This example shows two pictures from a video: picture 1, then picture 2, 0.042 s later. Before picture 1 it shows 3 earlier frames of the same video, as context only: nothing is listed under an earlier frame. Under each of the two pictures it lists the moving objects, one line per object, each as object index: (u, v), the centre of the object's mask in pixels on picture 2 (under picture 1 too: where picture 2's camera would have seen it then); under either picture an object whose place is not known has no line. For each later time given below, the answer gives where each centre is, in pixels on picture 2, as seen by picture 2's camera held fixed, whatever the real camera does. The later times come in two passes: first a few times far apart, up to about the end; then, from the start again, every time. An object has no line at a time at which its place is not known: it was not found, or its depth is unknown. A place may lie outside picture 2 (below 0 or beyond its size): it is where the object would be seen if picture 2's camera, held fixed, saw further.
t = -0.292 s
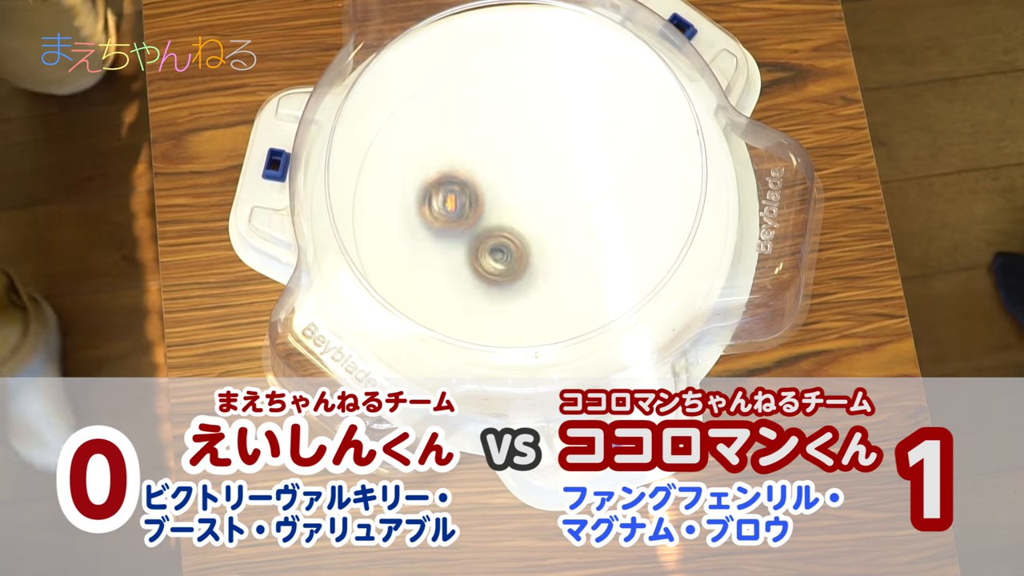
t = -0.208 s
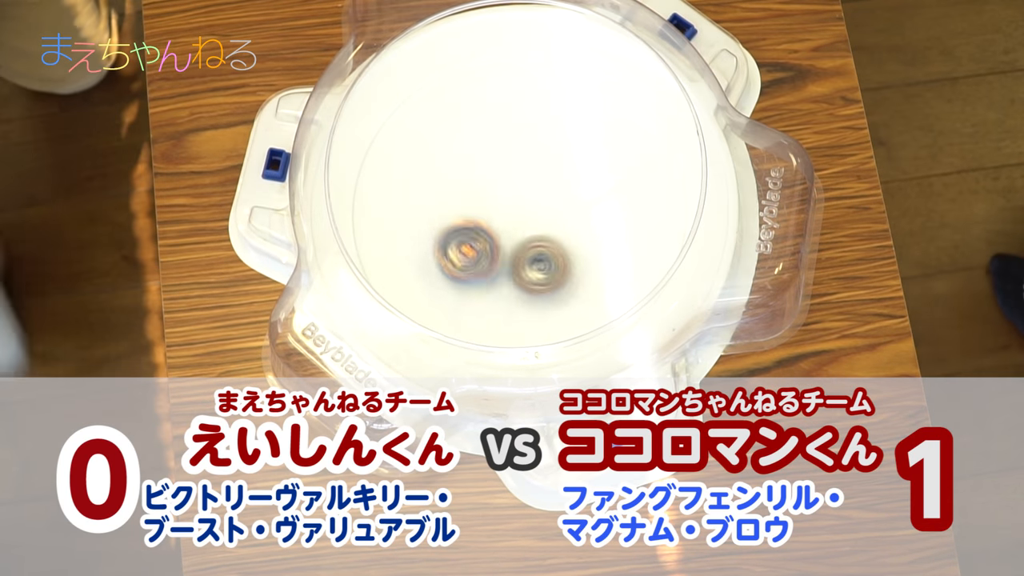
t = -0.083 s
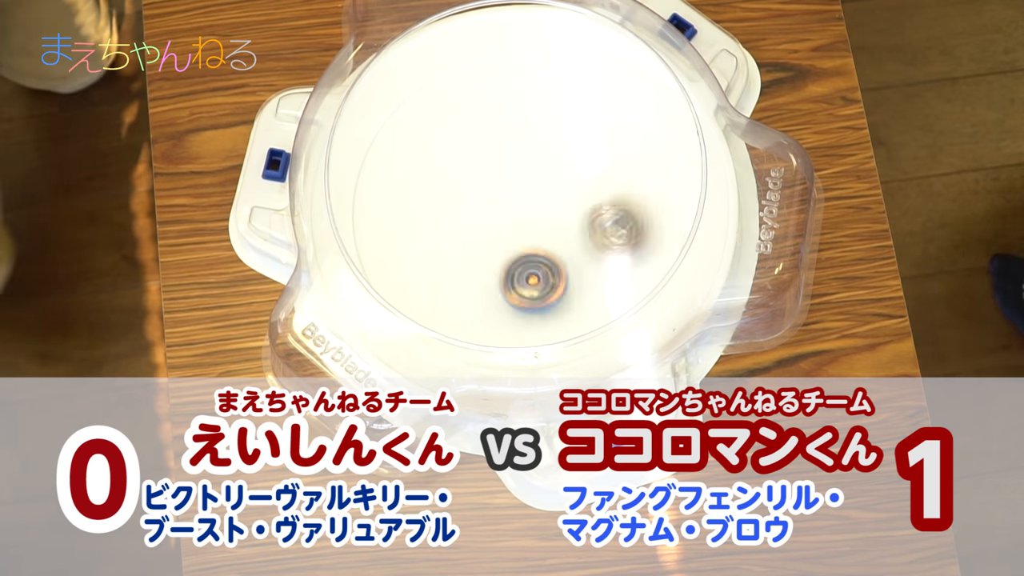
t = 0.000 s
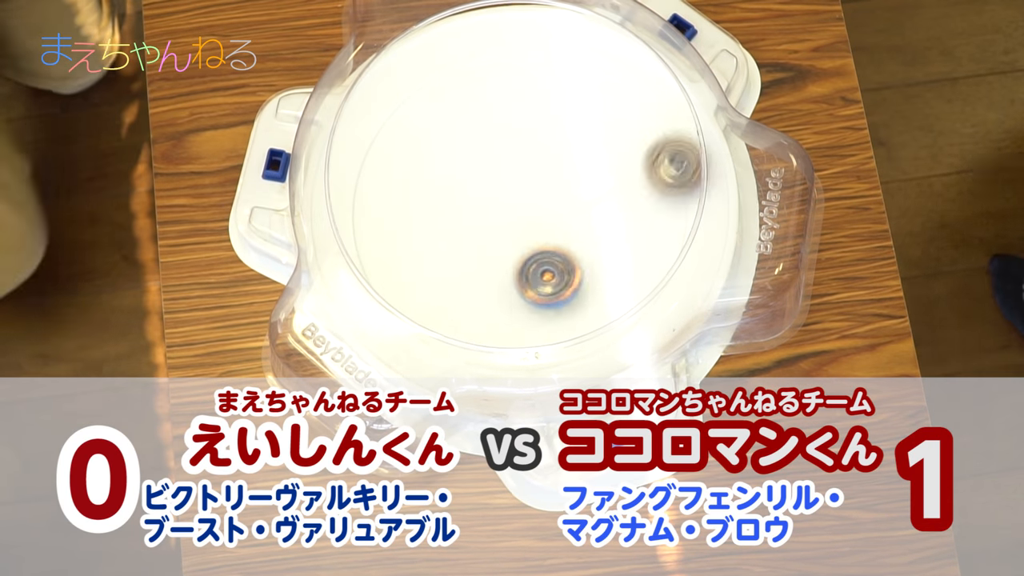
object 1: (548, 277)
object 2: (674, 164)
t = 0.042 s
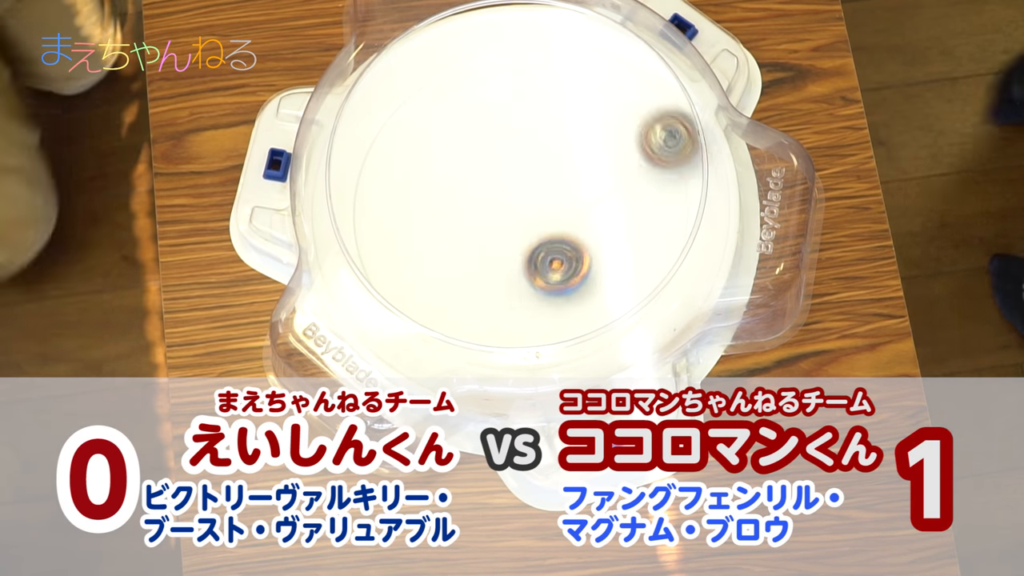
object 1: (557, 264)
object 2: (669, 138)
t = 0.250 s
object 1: (505, 192)
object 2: (550, 59)
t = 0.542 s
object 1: (442, 291)
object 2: (420, 206)
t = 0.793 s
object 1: (657, 276)
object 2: (518, 286)
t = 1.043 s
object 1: (601, 80)
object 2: (633, 195)
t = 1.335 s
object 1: (381, 169)
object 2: (505, 101)
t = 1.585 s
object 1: (475, 345)
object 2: (420, 231)
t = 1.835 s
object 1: (658, 246)
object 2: (553, 311)
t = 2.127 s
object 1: (537, 61)
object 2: (626, 161)
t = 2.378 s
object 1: (370, 153)
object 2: (479, 122)
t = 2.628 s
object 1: (466, 319)
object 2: (417, 247)
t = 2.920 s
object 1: (665, 222)
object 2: (567, 289)
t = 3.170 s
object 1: (579, 66)
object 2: (593, 163)
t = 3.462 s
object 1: (386, 156)
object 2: (459, 148)
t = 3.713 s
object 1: (438, 321)
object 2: (460, 257)
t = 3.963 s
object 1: (627, 310)
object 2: (584, 237)
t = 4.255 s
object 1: (663, 157)
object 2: (520, 84)
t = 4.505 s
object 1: (608, 152)
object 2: (403, 128)
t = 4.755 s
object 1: (534, 265)
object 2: (418, 225)
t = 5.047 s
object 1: (582, 305)
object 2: (539, 247)
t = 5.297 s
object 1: (608, 309)
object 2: (553, 119)
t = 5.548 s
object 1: (534, 248)
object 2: (518, 111)
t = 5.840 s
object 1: (395, 220)
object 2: (536, 205)
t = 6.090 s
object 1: (399, 240)
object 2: (584, 232)
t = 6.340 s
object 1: (474, 185)
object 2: (609, 219)
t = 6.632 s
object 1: (526, 102)
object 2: (535, 222)
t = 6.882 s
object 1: (537, 122)
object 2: (484, 258)
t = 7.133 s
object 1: (571, 201)
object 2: (488, 280)
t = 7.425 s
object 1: (612, 231)
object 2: (502, 217)
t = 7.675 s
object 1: (541, 236)
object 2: (472, 170)
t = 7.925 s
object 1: (471, 271)
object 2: (452, 169)
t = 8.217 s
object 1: (487, 258)
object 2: (522, 187)
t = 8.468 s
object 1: (491, 231)
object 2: (582, 147)
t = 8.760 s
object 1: (482, 182)
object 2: (600, 129)
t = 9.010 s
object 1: (500, 188)
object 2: (567, 176)
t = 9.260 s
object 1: (446, 158)
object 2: (611, 252)
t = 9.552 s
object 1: (451, 163)
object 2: (590, 284)
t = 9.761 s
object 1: (473, 205)
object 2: (540, 285)
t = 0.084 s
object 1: (561, 247)
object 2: (652, 119)
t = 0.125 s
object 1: (556, 229)
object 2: (631, 101)
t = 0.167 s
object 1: (544, 212)
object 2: (610, 82)
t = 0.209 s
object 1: (527, 200)
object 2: (582, 67)
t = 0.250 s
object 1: (505, 192)
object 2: (550, 59)
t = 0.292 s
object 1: (481, 191)
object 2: (520, 58)
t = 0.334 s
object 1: (458, 196)
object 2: (489, 66)
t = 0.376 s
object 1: (438, 209)
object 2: (462, 84)
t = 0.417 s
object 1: (424, 228)
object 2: (440, 109)
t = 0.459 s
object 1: (419, 250)
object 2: (426, 138)
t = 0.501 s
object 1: (424, 272)
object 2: (419, 172)
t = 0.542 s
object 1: (442, 291)
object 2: (420, 206)
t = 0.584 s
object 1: (470, 305)
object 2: (431, 242)
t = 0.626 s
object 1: (508, 316)
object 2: (442, 263)
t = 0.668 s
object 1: (552, 320)
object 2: (453, 271)
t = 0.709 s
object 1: (593, 319)
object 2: (471, 278)
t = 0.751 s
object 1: (630, 304)
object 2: (492, 283)
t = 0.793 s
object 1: (657, 276)
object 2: (518, 286)
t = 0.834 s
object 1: (673, 242)
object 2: (544, 283)
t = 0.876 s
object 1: (678, 205)
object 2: (571, 275)
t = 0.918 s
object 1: (673, 167)
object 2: (593, 262)
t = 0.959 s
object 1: (659, 131)
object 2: (614, 242)
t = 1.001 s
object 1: (632, 102)
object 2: (626, 220)
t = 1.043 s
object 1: (601, 80)
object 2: (633, 195)
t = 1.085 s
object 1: (565, 69)
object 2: (631, 171)
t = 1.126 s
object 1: (527, 68)
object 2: (623, 148)
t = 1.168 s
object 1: (490, 74)
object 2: (607, 127)
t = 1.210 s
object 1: (455, 89)
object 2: (586, 111)
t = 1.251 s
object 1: (424, 111)
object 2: (558, 102)
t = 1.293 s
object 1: (399, 138)
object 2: (533, 97)
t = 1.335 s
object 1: (381, 169)
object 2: (505, 101)
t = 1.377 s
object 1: (372, 205)
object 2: (480, 112)
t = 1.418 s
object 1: (375, 242)
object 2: (456, 129)
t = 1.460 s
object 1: (389, 274)
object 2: (439, 150)
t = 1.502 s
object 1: (415, 301)
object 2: (426, 176)
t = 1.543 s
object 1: (439, 329)
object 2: (420, 203)
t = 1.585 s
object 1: (475, 345)
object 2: (420, 231)
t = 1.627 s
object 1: (515, 349)
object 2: (429, 258)
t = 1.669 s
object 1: (552, 345)
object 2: (445, 279)
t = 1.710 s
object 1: (588, 332)
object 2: (467, 298)
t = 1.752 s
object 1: (620, 307)
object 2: (494, 310)
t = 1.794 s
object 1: (644, 280)
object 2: (524, 315)
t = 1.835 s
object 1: (658, 246)
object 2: (553, 311)
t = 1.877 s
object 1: (664, 210)
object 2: (581, 302)
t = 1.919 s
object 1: (660, 176)
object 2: (605, 286)
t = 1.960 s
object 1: (649, 145)
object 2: (624, 263)
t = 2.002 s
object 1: (629, 113)
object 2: (636, 237)
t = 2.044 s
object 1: (604, 89)
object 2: (640, 211)
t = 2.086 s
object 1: (572, 70)
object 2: (636, 185)
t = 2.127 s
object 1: (537, 61)
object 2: (626, 161)
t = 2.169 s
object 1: (504, 57)
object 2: (609, 140)
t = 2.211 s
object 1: (470, 65)
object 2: (587, 124)
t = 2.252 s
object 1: (437, 78)
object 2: (560, 115)
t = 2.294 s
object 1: (407, 98)
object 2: (534, 110)
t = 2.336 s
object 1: (385, 122)
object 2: (506, 113)
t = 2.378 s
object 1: (370, 153)
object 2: (479, 122)
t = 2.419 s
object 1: (363, 188)
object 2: (454, 135)
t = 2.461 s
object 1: (366, 223)
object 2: (434, 154)
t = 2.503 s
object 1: (380, 255)
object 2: (421, 176)
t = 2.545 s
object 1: (402, 283)
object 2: (413, 199)
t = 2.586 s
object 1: (432, 304)
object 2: (412, 223)
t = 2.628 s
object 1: (466, 319)
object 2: (417, 247)
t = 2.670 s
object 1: (501, 326)
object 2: (429, 268)
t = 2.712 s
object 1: (538, 325)
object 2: (446, 285)
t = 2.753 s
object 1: (574, 317)
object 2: (469, 298)
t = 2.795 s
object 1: (607, 305)
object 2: (494, 305)
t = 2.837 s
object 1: (632, 282)
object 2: (521, 306)
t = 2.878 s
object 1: (652, 253)
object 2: (546, 300)
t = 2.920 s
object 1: (665, 222)
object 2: (567, 289)
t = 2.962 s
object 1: (669, 190)
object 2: (586, 273)
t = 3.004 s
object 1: (667, 158)
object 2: (599, 253)
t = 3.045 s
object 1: (654, 128)
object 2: (607, 229)
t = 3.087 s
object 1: (635, 101)
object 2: (608, 206)
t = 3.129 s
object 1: (610, 79)
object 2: (604, 183)
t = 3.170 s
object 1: (579, 66)
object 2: (593, 163)
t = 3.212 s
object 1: (544, 60)
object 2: (578, 145)
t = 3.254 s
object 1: (514, 62)
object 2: (559, 132)
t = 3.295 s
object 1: (482, 71)
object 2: (539, 124)
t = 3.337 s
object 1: (453, 87)
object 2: (516, 122)
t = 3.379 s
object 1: (428, 107)
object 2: (494, 125)
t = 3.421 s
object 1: (403, 130)
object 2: (477, 133)
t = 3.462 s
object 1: (386, 156)
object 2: (459, 148)
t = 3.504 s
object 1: (375, 187)
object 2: (445, 165)
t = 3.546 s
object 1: (371, 218)
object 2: (436, 186)
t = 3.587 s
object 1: (378, 249)
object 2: (433, 206)
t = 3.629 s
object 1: (393, 278)
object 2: (436, 225)
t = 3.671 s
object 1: (414, 297)
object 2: (445, 241)
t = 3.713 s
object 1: (438, 321)
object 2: (460, 257)
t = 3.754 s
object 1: (469, 334)
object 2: (480, 270)
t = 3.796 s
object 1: (504, 331)
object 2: (503, 278)
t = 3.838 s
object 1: (535, 331)
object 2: (528, 276)
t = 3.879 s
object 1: (570, 340)
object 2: (551, 265)
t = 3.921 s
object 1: (600, 330)
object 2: (569, 252)
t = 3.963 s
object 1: (627, 310)
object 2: (584, 237)
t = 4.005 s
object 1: (649, 286)
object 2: (593, 219)
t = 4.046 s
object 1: (660, 258)
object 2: (597, 199)
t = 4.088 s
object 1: (664, 229)
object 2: (598, 180)
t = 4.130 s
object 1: (662, 199)
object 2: (595, 161)
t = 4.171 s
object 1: (652, 172)
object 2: (587, 145)
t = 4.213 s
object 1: (653, 161)
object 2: (555, 114)
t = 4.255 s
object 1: (663, 157)
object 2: (520, 84)
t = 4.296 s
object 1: (666, 151)
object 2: (485, 60)
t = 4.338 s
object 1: (661, 145)
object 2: (459, 54)
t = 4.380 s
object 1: (651, 138)
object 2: (440, 75)
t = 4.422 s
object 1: (640, 137)
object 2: (426, 92)
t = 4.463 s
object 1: (628, 143)
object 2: (413, 111)
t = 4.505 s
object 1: (608, 152)
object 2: (403, 128)
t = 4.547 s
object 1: (589, 166)
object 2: (395, 144)
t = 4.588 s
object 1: (570, 185)
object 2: (391, 160)
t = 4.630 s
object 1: (556, 204)
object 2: (390, 177)
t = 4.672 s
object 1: (546, 225)
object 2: (396, 195)
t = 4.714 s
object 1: (538, 247)
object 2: (405, 211)
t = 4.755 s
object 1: (534, 265)
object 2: (418, 225)
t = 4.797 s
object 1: (533, 284)
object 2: (434, 236)
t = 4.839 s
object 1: (537, 301)
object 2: (451, 245)
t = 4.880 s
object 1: (545, 314)
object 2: (470, 251)
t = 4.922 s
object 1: (556, 319)
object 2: (490, 253)
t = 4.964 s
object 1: (568, 318)
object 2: (509, 253)
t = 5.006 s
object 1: (578, 313)
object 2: (525, 251)
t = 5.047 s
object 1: (582, 305)
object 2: (539, 247)
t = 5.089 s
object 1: (585, 302)
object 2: (548, 232)
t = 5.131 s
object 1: (590, 307)
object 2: (549, 200)
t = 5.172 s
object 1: (597, 315)
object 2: (552, 171)
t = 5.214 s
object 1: (604, 318)
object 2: (554, 149)
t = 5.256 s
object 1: (608, 314)
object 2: (555, 132)
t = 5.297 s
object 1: (608, 309)
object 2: (553, 119)
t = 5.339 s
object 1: (604, 302)
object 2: (550, 110)
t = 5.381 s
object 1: (597, 294)
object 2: (544, 105)
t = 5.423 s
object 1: (584, 281)
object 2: (538, 102)
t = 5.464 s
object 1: (569, 269)
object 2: (531, 101)
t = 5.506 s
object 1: (552, 258)
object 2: (524, 105)
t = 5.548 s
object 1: (534, 248)
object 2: (518, 111)
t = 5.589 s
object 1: (515, 239)
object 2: (512, 122)
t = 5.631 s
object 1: (496, 232)
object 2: (507, 136)
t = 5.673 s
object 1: (477, 225)
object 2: (505, 151)
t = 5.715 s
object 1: (459, 219)
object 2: (504, 170)
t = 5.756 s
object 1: (435, 219)
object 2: (514, 182)
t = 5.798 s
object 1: (413, 219)
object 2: (524, 194)
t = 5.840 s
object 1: (395, 220)
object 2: (536, 205)
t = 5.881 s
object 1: (379, 224)
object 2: (547, 215)
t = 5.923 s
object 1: (368, 229)
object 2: (556, 222)
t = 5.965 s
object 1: (372, 234)
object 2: (565, 227)
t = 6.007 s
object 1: (380, 239)
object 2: (572, 231)
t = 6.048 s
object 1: (389, 241)
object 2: (578, 232)
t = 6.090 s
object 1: (399, 240)
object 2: (584, 232)
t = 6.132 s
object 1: (410, 237)
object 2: (590, 232)
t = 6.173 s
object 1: (423, 230)
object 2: (596, 231)
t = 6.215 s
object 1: (438, 221)
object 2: (602, 229)
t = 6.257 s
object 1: (450, 210)
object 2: (607, 227)
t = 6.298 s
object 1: (463, 198)
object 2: (609, 223)
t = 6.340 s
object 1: (474, 185)
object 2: (609, 219)
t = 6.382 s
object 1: (485, 174)
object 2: (605, 216)
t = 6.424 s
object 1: (496, 160)
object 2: (598, 213)
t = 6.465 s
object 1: (504, 146)
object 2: (589, 211)
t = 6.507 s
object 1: (512, 134)
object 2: (576, 211)
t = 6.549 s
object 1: (517, 122)
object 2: (562, 213)
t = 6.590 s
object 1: (523, 111)
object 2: (549, 217)
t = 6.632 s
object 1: (526, 102)
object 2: (535, 222)
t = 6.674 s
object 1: (528, 98)
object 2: (523, 228)
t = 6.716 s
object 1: (529, 98)
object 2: (512, 234)
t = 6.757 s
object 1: (530, 101)
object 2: (502, 240)
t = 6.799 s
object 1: (532, 106)
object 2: (495, 246)
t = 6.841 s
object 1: (533, 112)
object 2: (489, 252)
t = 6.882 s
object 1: (537, 122)
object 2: (484, 258)
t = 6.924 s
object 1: (540, 134)
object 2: (482, 263)
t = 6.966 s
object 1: (543, 148)
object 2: (480, 268)
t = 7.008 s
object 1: (548, 162)
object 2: (480, 274)
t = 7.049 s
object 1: (555, 177)
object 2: (481, 278)
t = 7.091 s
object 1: (564, 190)
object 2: (484, 280)
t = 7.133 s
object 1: (571, 201)
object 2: (488, 280)
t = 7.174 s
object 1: (582, 212)
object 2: (493, 277)
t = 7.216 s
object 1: (591, 223)
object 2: (497, 271)
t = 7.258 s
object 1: (600, 229)
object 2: (501, 263)
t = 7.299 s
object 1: (610, 234)
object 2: (504, 253)
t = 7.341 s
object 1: (615, 234)
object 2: (504, 241)
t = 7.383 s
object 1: (615, 232)
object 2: (504, 229)
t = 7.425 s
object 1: (612, 231)
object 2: (502, 217)
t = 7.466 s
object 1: (606, 231)
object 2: (498, 205)
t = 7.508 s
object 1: (596, 229)
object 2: (493, 195)
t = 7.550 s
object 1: (585, 229)
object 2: (489, 186)
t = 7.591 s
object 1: (570, 230)
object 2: (483, 179)
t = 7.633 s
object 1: (555, 232)
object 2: (478, 174)
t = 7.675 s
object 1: (541, 236)
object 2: (472, 170)
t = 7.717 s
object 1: (526, 240)
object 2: (467, 166)
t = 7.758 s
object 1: (511, 245)
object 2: (461, 163)
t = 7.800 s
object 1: (498, 251)
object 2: (457, 162)
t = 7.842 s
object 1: (487, 257)
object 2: (454, 163)
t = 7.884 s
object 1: (478, 263)
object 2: (452, 165)
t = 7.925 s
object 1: (471, 271)
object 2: (452, 169)
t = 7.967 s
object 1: (469, 276)
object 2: (455, 173)
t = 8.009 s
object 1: (470, 279)
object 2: (460, 178)
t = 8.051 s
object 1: (474, 279)
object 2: (468, 184)
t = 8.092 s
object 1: (478, 275)
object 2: (478, 189)
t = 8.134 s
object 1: (483, 271)
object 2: (490, 193)
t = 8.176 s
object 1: (488, 261)
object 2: (504, 196)
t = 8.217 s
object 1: (487, 258)
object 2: (522, 187)
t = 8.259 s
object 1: (487, 259)
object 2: (540, 177)
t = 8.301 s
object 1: (488, 255)
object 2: (554, 169)
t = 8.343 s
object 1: (488, 251)
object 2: (564, 161)
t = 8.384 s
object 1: (489, 246)
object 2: (573, 155)
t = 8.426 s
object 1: (491, 238)
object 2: (579, 151)
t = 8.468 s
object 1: (491, 231)
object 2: (582, 147)
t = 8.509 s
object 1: (491, 222)
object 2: (585, 143)
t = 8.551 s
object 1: (490, 211)
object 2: (589, 139)
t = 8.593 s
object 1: (488, 202)
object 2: (593, 136)
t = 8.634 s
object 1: (487, 194)
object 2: (596, 132)
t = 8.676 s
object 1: (484, 189)
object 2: (599, 130)
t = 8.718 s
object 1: (483, 185)
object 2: (600, 128)
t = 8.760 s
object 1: (482, 182)
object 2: (600, 129)
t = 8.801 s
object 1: (480, 181)
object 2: (597, 131)
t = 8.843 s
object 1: (483, 182)
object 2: (594, 136)
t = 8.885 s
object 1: (485, 182)
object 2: (588, 143)
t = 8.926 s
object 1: (489, 184)
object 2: (582, 152)
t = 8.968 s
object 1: (495, 185)
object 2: (575, 164)
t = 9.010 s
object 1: (500, 188)
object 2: (567, 176)
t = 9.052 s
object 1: (489, 180)
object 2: (580, 195)
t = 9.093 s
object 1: (478, 176)
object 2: (593, 215)
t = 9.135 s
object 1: (466, 170)
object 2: (601, 229)
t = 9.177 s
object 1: (458, 165)
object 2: (606, 239)
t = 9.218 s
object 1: (452, 161)
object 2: (609, 247)
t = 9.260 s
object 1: (446, 158)
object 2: (611, 252)
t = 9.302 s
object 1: (441, 153)
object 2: (611, 257)
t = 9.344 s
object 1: (437, 151)
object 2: (610, 262)
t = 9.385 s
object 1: (438, 150)
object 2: (609, 267)
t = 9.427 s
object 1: (438, 151)
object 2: (606, 272)
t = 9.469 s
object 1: (442, 154)
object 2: (601, 277)
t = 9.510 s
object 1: (446, 158)
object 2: (596, 281)
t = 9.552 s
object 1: (451, 163)
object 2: (590, 284)
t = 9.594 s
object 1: (458, 171)
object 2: (582, 286)
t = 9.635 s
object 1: (462, 179)
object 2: (573, 287)
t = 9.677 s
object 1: (466, 187)
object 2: (562, 287)
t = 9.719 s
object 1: (470, 195)
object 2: (552, 287)
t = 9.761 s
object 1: (473, 205)
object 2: (540, 285)
